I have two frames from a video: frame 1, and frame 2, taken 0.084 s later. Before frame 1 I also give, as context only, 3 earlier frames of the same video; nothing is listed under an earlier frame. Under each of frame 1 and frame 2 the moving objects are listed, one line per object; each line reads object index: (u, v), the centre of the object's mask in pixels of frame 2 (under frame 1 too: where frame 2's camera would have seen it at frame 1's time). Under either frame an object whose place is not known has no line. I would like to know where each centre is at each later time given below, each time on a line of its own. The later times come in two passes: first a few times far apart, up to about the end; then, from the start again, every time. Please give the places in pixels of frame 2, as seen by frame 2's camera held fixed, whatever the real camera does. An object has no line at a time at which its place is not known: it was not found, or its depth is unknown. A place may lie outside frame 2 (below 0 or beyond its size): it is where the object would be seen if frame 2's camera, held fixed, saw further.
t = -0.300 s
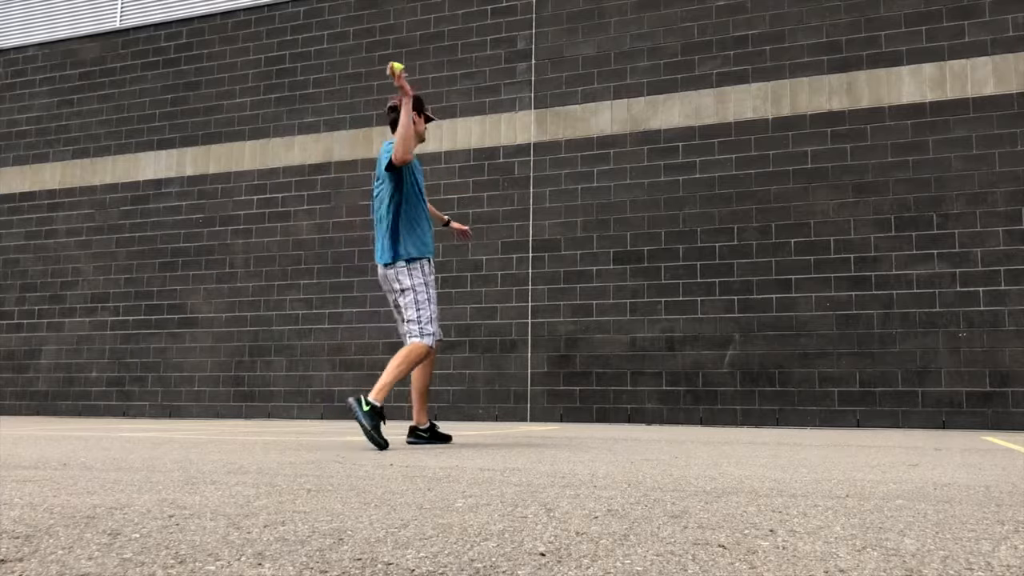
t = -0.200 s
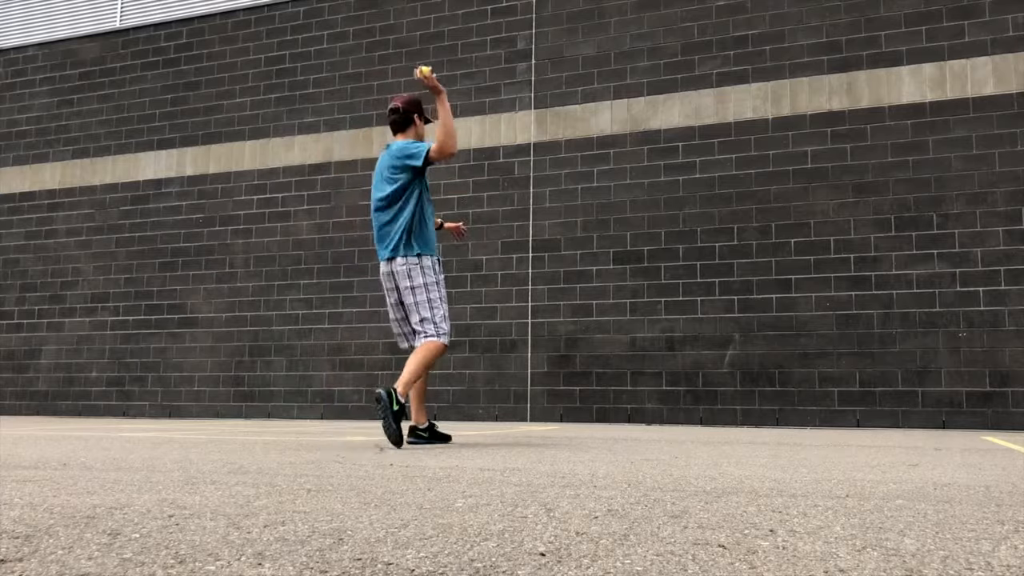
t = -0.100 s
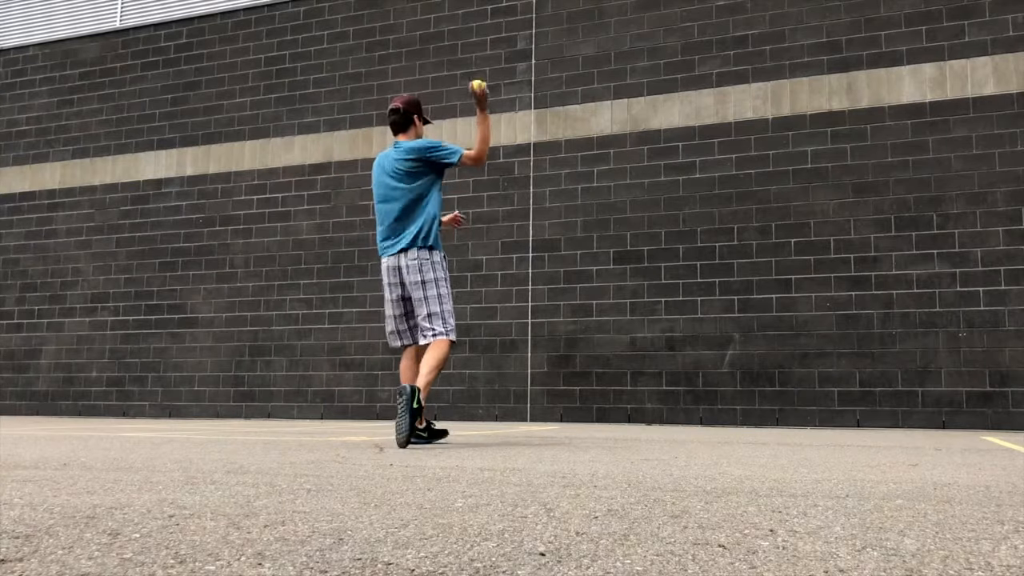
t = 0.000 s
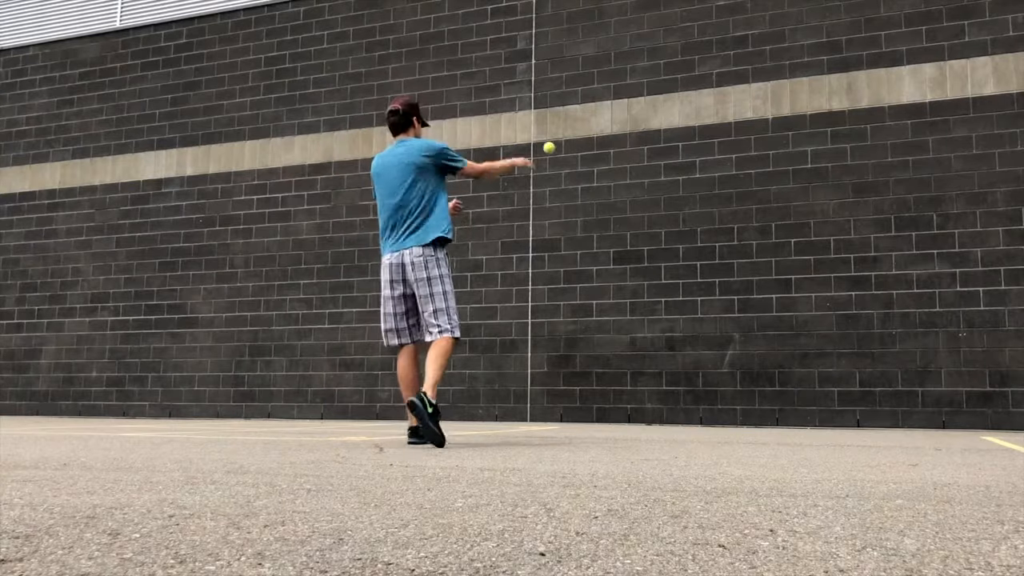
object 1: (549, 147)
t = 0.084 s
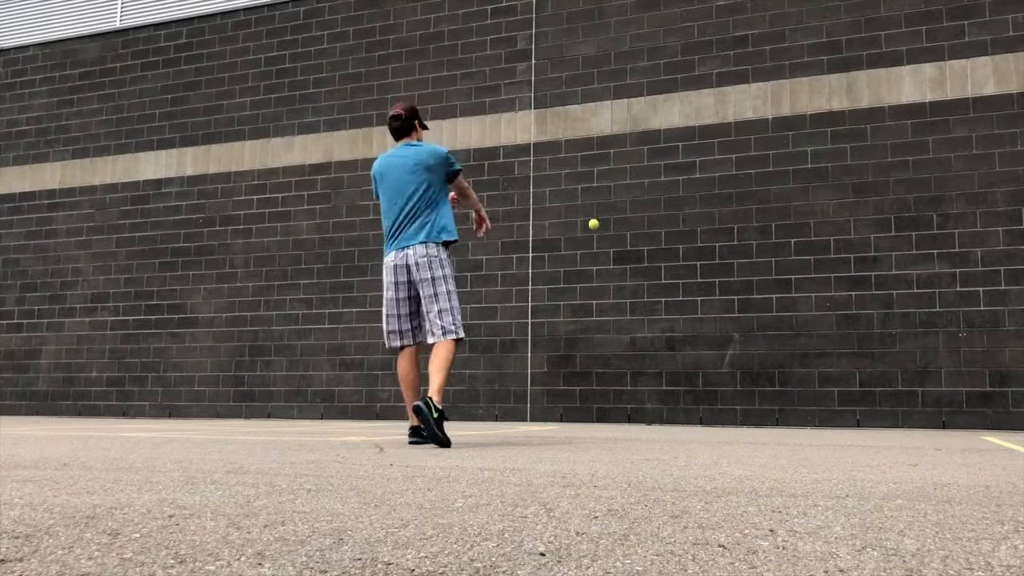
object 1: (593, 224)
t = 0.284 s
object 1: (663, 369)
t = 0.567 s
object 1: (688, 355)
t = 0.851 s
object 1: (656, 291)
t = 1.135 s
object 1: (619, 299)
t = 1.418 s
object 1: (573, 403)
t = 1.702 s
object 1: (553, 364)
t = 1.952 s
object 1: (541, 371)
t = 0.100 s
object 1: (601, 237)
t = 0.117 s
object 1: (608, 250)
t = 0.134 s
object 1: (614, 264)
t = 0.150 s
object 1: (621, 276)
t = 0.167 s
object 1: (627, 289)
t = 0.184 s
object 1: (633, 300)
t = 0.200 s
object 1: (638, 312)
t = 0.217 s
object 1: (644, 325)
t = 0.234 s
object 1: (648, 336)
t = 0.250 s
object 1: (653, 345)
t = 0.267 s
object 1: (658, 357)
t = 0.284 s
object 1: (663, 369)
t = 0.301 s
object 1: (666, 380)
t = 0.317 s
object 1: (670, 391)
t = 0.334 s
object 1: (675, 401)
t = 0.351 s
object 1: (679, 412)
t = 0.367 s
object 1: (682, 422)
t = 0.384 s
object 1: (683, 418)
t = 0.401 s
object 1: (685, 411)
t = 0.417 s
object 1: (686, 404)
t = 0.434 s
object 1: (687, 397)
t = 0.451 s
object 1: (687, 392)
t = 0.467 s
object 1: (688, 386)
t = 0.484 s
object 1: (690, 381)
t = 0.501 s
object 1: (691, 376)
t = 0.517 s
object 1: (692, 372)
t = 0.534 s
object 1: (692, 367)
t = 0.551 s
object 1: (690, 360)
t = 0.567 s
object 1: (688, 355)
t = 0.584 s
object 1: (686, 349)
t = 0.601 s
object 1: (684, 344)
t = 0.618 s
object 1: (682, 339)
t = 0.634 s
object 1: (680, 333)
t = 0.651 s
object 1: (679, 329)
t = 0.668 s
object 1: (677, 325)
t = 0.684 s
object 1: (675, 320)
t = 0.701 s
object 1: (673, 317)
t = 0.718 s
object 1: (670, 312)
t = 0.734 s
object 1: (669, 308)
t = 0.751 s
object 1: (667, 306)
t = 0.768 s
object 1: (665, 303)
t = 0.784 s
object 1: (664, 300)
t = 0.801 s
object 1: (662, 298)
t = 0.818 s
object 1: (660, 295)
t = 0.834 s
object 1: (657, 293)
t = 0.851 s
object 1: (656, 291)
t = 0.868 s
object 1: (653, 289)
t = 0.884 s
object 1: (651, 287)
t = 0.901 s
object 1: (650, 287)
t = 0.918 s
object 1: (647, 286)
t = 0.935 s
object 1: (645, 285)
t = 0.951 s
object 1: (643, 285)
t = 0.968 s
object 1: (641, 285)
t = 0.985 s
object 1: (639, 285)
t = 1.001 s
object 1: (637, 286)
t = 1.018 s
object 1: (635, 286)
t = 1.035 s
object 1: (633, 287)
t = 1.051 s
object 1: (630, 289)
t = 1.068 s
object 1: (628, 289)
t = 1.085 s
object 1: (626, 291)
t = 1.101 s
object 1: (623, 293)
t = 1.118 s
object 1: (620, 295)
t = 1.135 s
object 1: (619, 299)
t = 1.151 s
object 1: (616, 302)
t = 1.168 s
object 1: (613, 306)
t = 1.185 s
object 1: (612, 309)
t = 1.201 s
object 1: (609, 313)
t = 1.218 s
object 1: (606, 318)
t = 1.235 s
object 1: (604, 323)
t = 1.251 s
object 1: (601, 328)
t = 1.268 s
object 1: (599, 334)
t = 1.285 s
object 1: (595, 340)
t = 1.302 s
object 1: (593, 346)
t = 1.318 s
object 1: (590, 353)
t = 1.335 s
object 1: (587, 360)
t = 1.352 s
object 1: (585, 368)
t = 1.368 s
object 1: (582, 376)
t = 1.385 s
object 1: (579, 384)
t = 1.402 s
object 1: (576, 394)
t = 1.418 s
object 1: (573, 403)
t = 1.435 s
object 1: (570, 414)
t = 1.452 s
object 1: (567, 424)
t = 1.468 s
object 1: (565, 425)
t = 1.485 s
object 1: (564, 418)
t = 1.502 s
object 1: (564, 412)
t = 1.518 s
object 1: (563, 406)
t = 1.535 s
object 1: (562, 401)
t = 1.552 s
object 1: (561, 396)
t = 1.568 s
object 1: (560, 391)
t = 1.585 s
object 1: (560, 386)
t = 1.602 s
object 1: (558, 381)
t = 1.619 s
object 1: (558, 378)
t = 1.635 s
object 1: (557, 375)
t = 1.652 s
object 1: (556, 371)
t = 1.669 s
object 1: (555, 368)
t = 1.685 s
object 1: (554, 365)
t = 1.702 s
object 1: (553, 364)
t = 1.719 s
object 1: (552, 362)
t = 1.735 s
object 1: (552, 360)
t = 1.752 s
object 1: (551, 359)
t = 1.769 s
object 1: (550, 359)
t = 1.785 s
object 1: (549, 358)
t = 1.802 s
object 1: (549, 358)
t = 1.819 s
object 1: (548, 358)
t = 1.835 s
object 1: (547, 359)
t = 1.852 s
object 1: (546, 359)
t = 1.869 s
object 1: (545, 360)
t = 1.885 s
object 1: (544, 362)
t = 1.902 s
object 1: (543, 363)
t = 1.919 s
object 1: (542, 365)
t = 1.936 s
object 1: (542, 368)
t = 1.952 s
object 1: (541, 371)
